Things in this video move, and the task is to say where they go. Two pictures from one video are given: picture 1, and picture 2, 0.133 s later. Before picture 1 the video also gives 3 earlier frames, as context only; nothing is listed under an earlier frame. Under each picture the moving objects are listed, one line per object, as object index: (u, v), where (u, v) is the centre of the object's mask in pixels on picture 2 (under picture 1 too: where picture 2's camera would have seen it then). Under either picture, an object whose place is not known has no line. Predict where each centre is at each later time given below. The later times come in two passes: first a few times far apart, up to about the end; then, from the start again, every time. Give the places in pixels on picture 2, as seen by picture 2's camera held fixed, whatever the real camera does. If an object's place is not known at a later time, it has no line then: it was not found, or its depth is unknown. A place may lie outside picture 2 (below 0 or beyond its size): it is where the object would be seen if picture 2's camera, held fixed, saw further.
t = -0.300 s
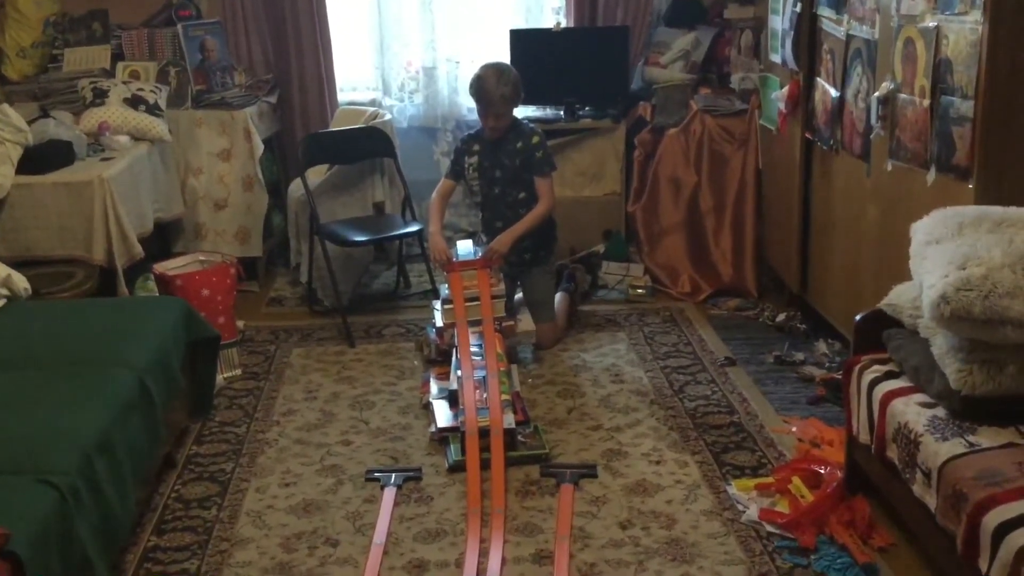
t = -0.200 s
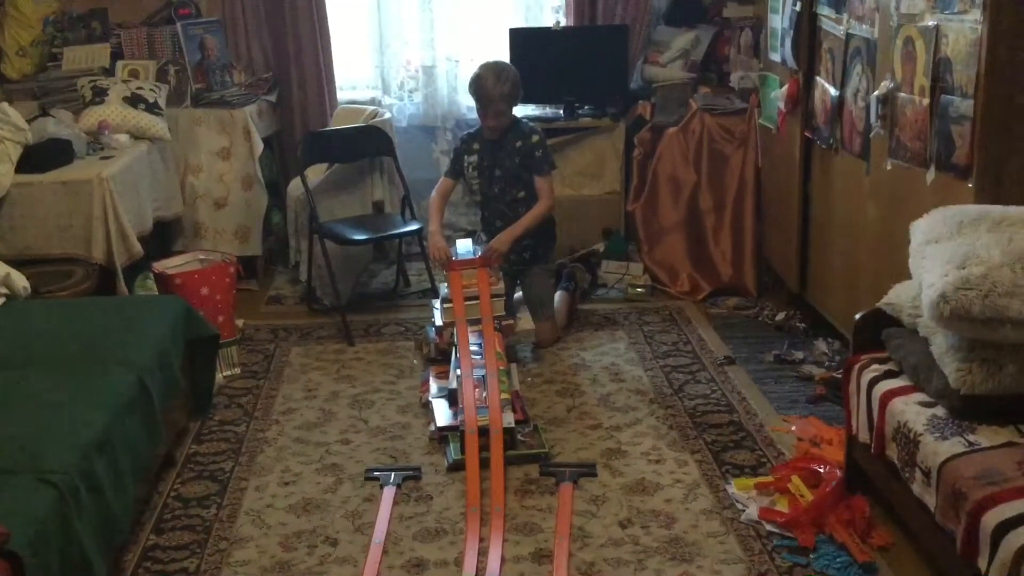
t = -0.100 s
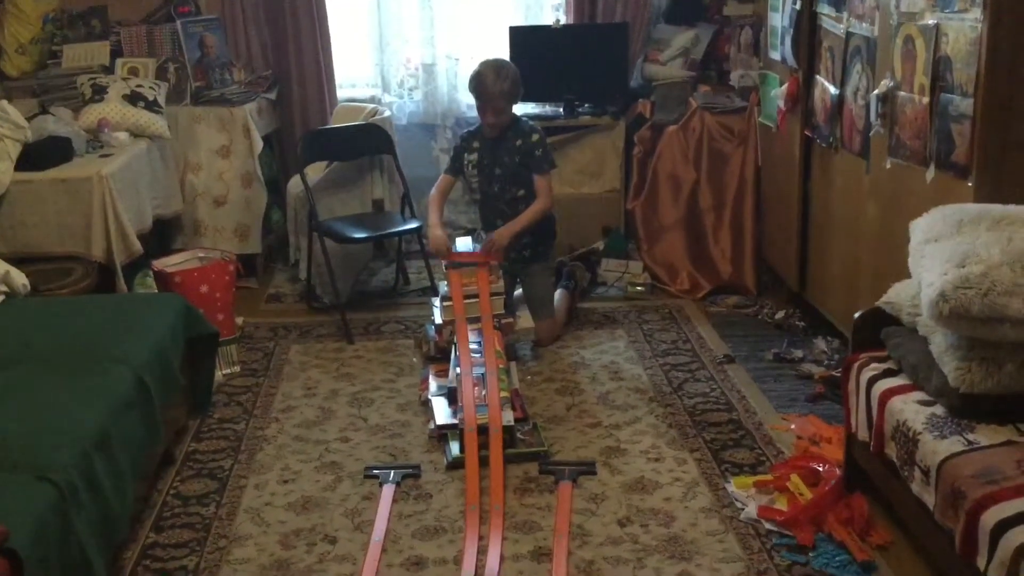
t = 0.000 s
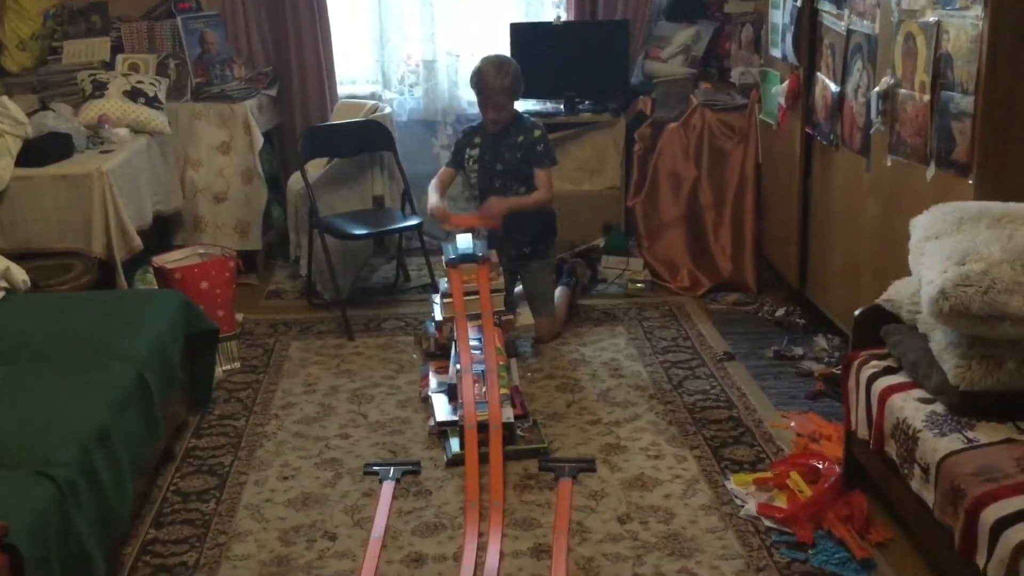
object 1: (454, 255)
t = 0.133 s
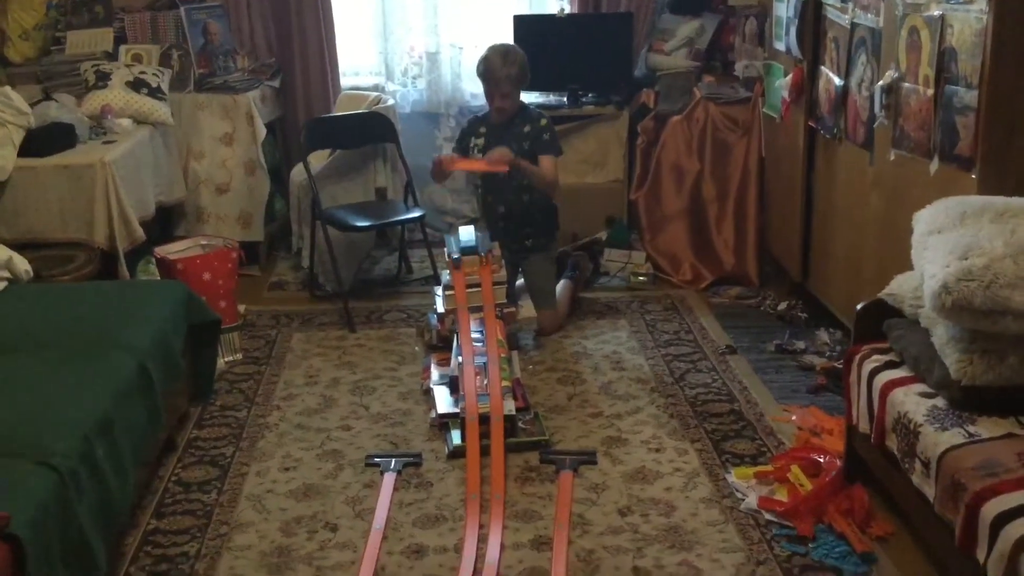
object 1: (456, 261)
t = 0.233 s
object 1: (458, 275)
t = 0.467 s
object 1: (464, 331)
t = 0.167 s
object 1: (456, 266)
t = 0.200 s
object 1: (457, 270)
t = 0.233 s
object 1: (458, 275)
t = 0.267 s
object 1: (458, 280)
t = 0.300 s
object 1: (459, 287)
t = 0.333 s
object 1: (460, 295)
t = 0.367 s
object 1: (461, 304)
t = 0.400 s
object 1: (462, 312)
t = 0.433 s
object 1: (463, 321)
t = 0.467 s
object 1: (464, 331)
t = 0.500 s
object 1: (465, 340)
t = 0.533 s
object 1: (466, 350)
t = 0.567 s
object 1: (467, 360)
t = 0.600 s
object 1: (469, 370)
